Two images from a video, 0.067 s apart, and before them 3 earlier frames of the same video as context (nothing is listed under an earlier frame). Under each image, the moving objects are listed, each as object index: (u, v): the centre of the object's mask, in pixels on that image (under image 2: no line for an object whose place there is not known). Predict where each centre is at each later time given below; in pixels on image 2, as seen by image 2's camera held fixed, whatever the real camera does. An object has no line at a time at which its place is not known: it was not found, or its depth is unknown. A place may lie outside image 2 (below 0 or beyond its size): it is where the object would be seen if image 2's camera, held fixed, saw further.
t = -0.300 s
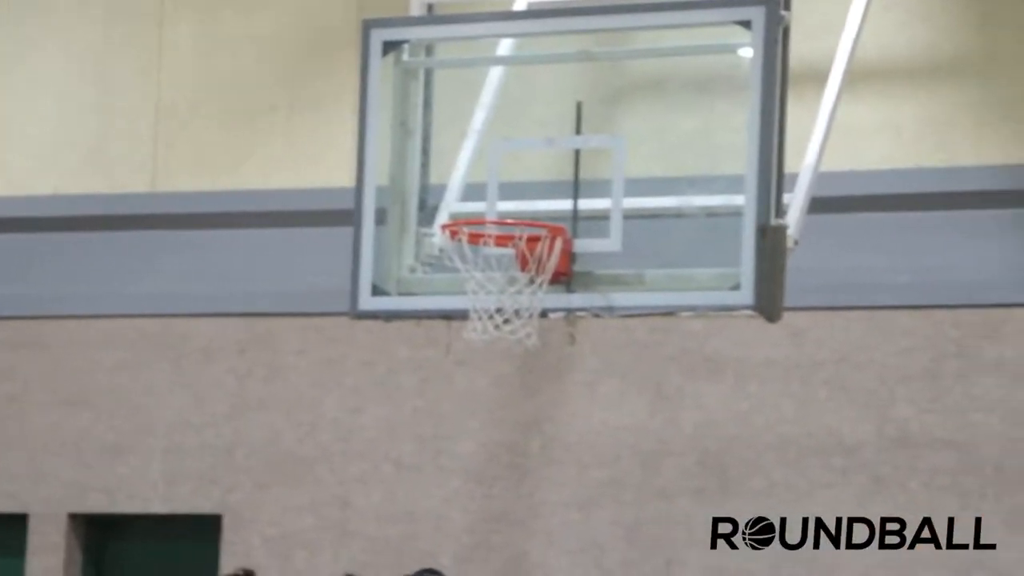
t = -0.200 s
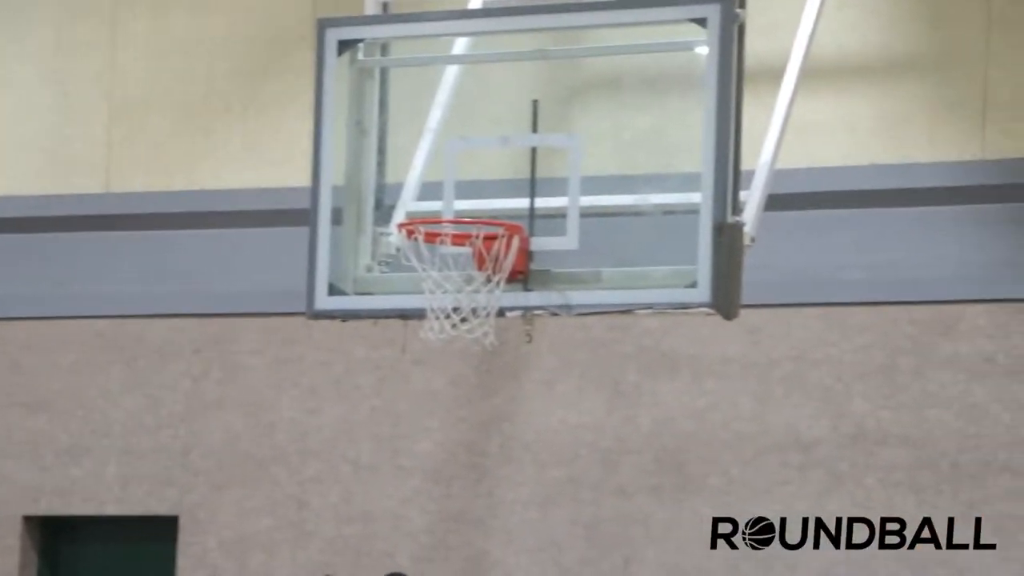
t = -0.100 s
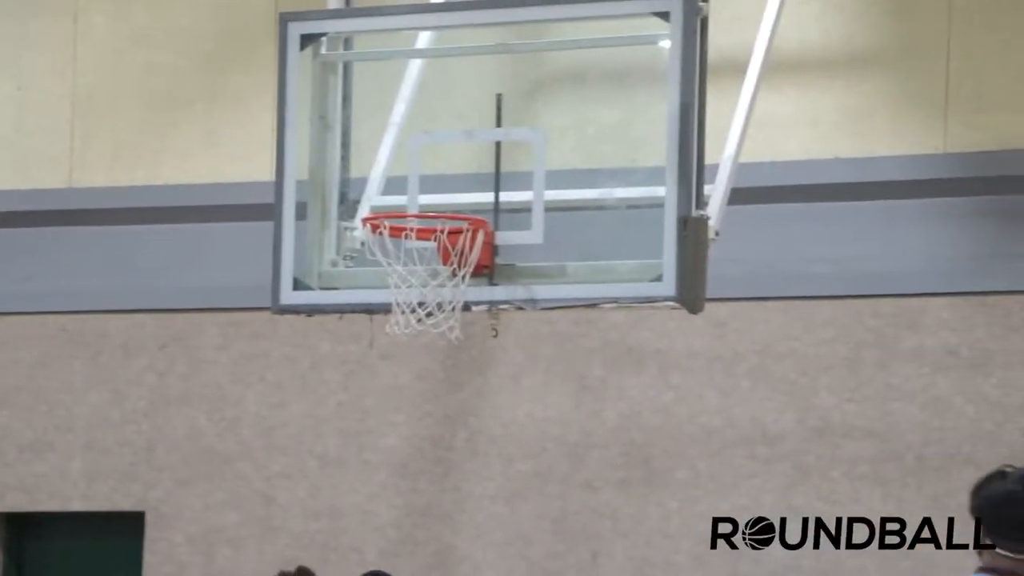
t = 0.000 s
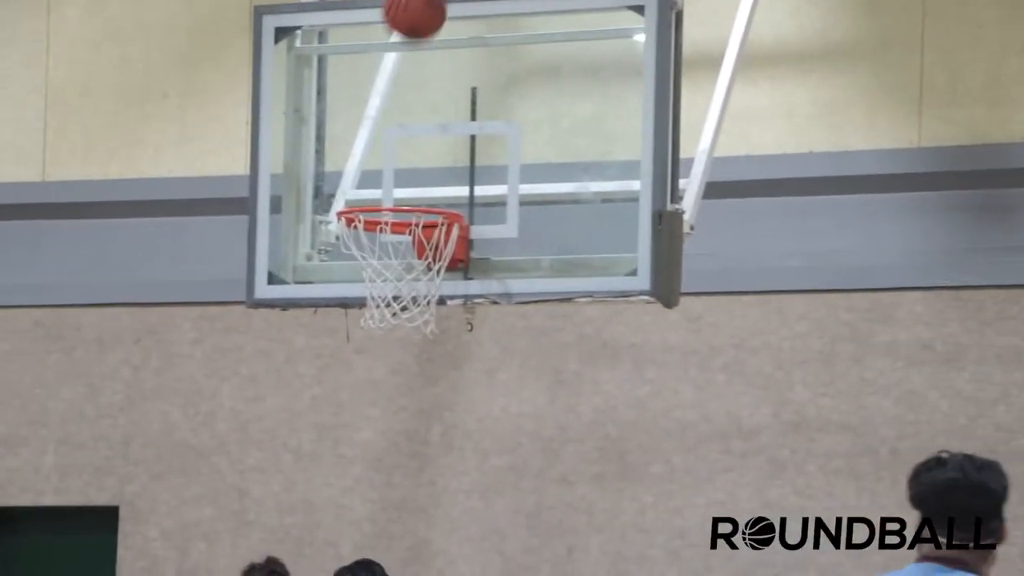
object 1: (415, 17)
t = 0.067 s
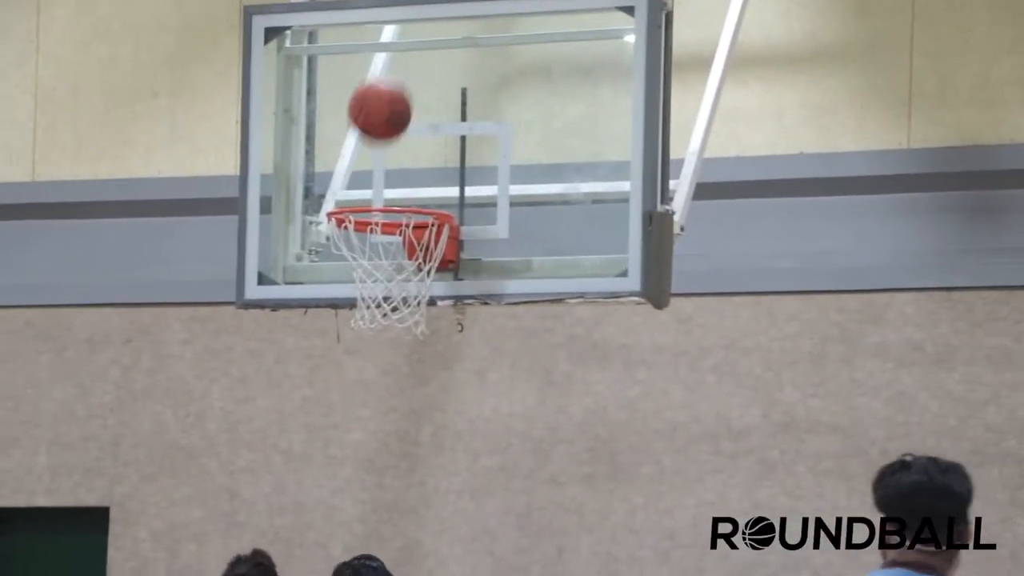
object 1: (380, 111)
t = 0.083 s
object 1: (374, 137)
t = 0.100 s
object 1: (369, 163)
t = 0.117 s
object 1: (362, 186)
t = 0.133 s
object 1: (364, 203)
